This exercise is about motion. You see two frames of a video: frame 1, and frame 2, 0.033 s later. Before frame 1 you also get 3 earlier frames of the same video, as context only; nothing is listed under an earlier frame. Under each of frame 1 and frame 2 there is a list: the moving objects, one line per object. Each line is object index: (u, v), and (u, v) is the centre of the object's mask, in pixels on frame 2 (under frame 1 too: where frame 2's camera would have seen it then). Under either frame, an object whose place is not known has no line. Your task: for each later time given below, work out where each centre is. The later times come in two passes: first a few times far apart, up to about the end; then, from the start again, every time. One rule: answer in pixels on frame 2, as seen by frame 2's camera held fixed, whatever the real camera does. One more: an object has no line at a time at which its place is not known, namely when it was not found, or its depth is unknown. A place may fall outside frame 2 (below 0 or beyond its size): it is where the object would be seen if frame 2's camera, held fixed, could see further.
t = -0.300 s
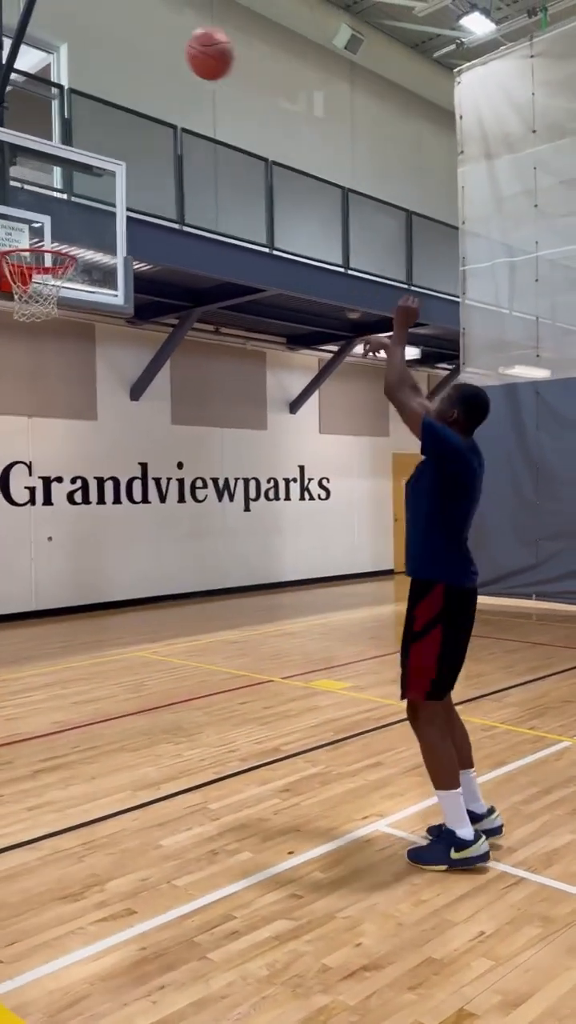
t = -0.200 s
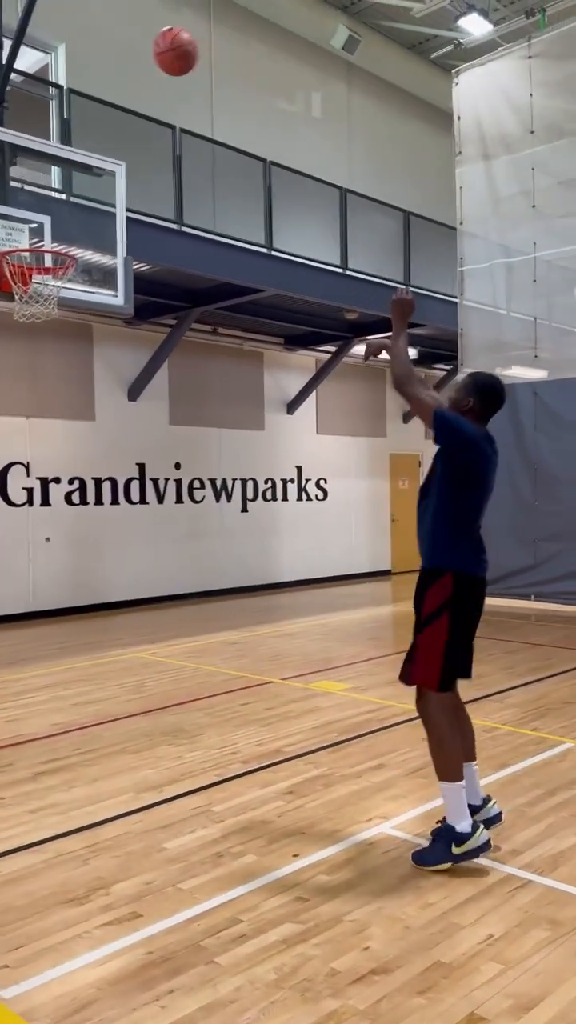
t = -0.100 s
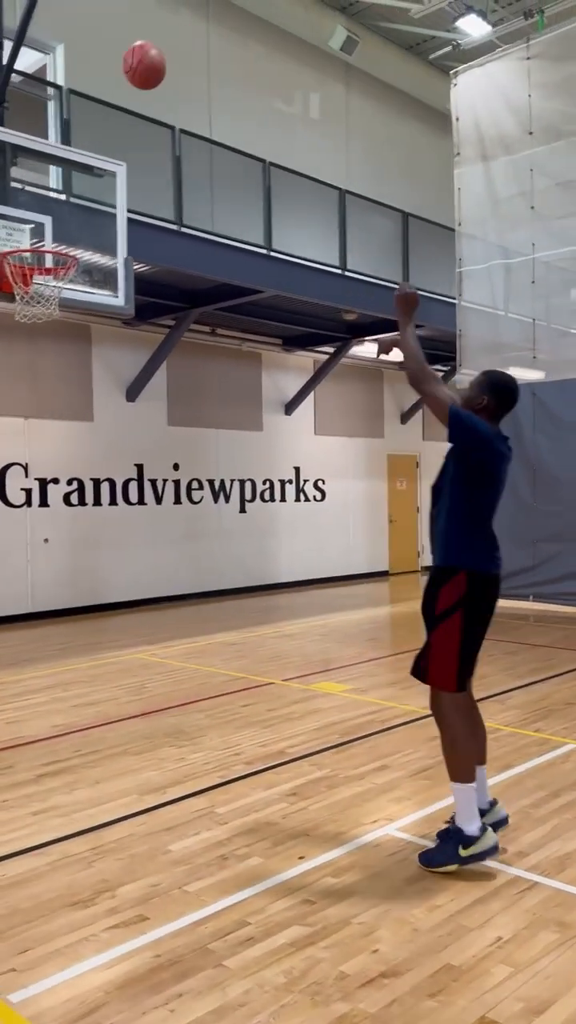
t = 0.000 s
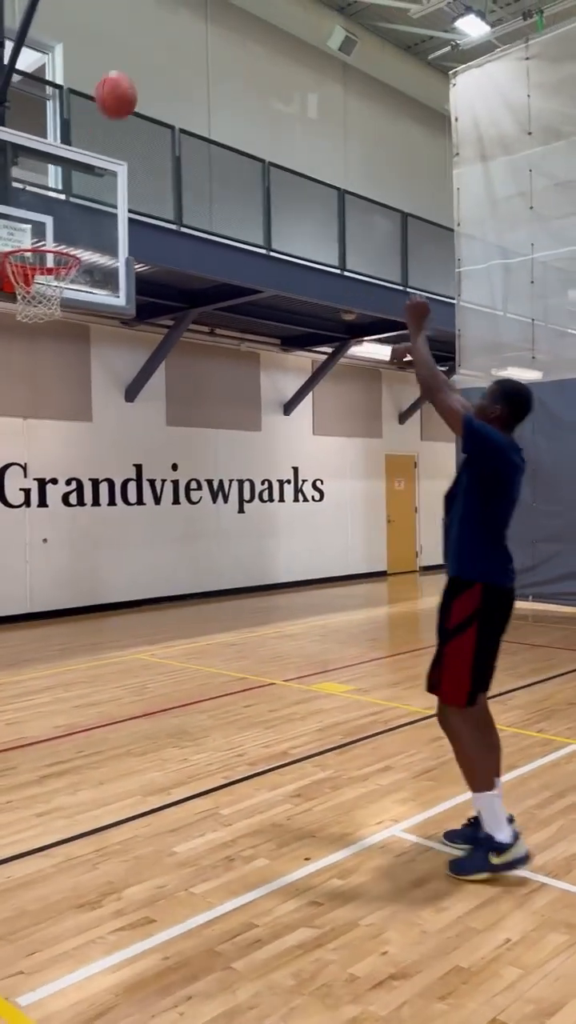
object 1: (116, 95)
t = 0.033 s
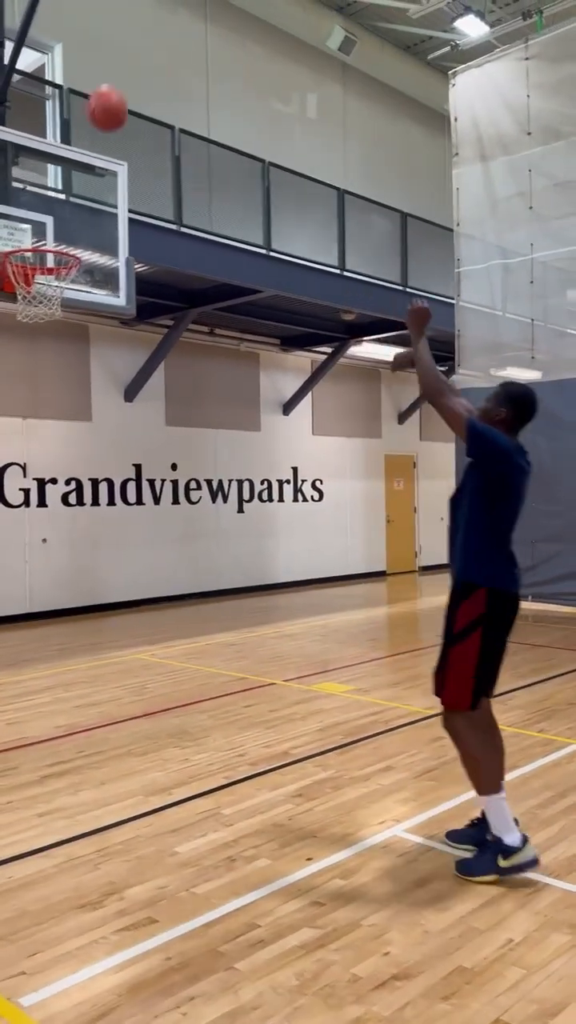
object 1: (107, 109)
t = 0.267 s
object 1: (50, 237)
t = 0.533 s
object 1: (40, 336)
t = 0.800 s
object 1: (50, 480)
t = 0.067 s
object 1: (97, 123)
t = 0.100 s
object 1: (90, 139)
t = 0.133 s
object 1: (81, 157)
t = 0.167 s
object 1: (73, 177)
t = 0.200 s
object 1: (66, 197)
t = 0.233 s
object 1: (58, 217)
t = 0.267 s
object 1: (50, 237)
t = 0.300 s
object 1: (43, 266)
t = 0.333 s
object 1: (39, 283)
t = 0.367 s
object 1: (38, 301)
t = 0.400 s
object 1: (33, 303)
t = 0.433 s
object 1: (32, 309)
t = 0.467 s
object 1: (33, 315)
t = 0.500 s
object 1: (39, 325)
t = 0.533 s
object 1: (40, 336)
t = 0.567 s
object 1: (42, 349)
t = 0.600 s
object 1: (42, 363)
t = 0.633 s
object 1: (44, 379)
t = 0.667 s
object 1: (45, 397)
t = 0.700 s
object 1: (46, 415)
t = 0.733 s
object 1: (48, 436)
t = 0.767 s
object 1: (49, 457)
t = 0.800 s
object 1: (50, 480)
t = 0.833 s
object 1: (51, 507)
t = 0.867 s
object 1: (51, 531)
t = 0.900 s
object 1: (52, 559)
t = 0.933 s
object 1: (53, 588)
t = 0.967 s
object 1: (52, 621)
